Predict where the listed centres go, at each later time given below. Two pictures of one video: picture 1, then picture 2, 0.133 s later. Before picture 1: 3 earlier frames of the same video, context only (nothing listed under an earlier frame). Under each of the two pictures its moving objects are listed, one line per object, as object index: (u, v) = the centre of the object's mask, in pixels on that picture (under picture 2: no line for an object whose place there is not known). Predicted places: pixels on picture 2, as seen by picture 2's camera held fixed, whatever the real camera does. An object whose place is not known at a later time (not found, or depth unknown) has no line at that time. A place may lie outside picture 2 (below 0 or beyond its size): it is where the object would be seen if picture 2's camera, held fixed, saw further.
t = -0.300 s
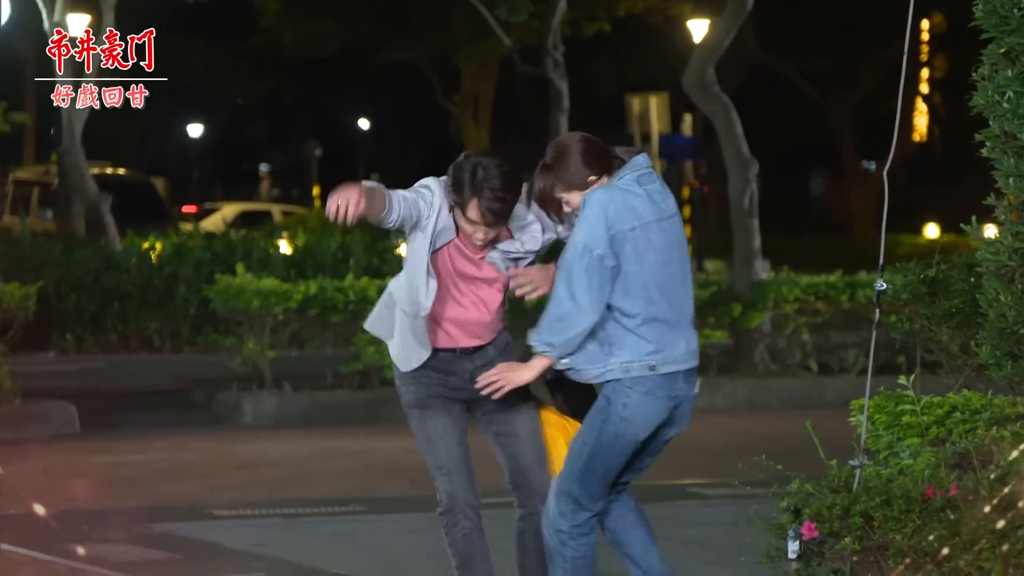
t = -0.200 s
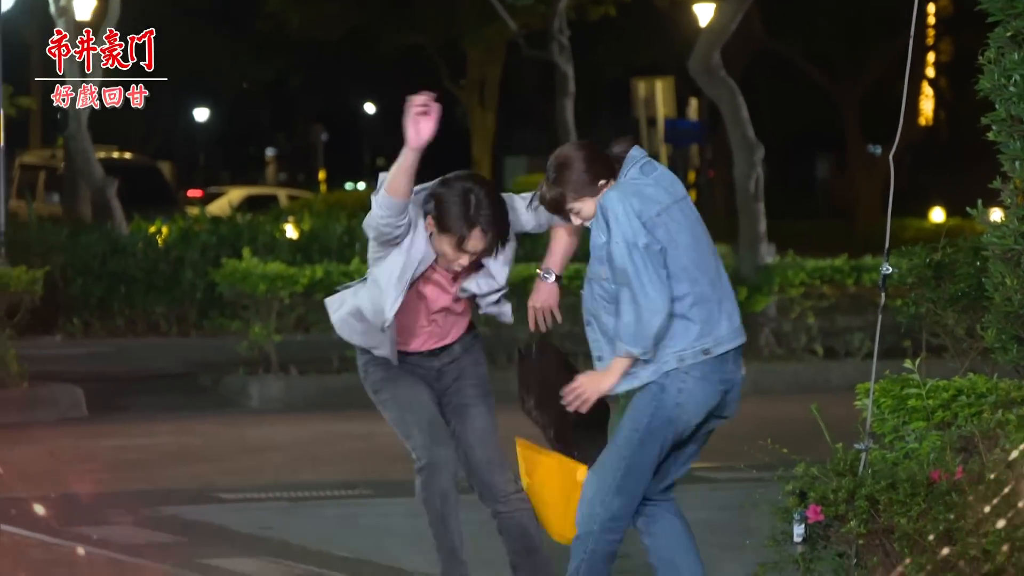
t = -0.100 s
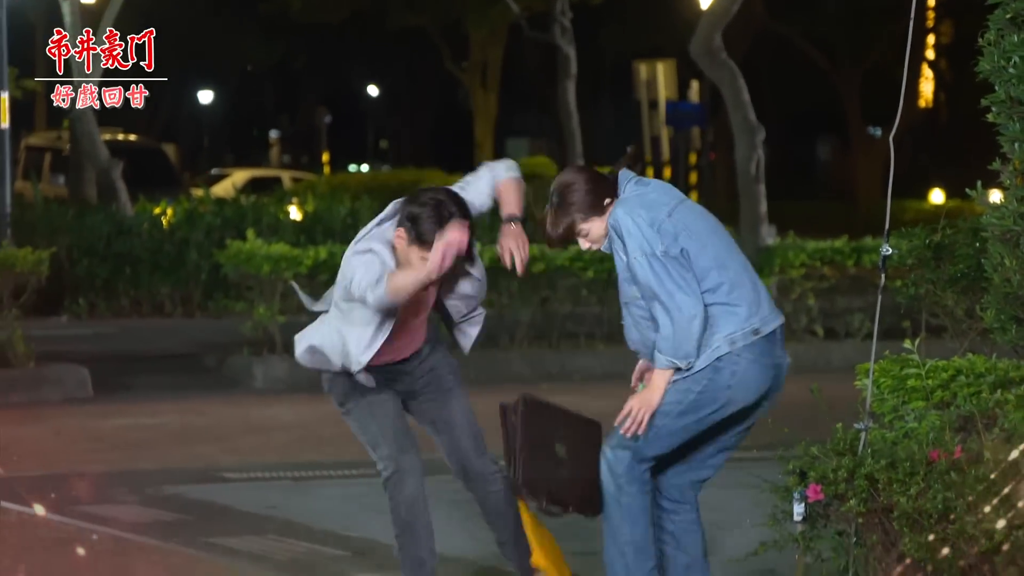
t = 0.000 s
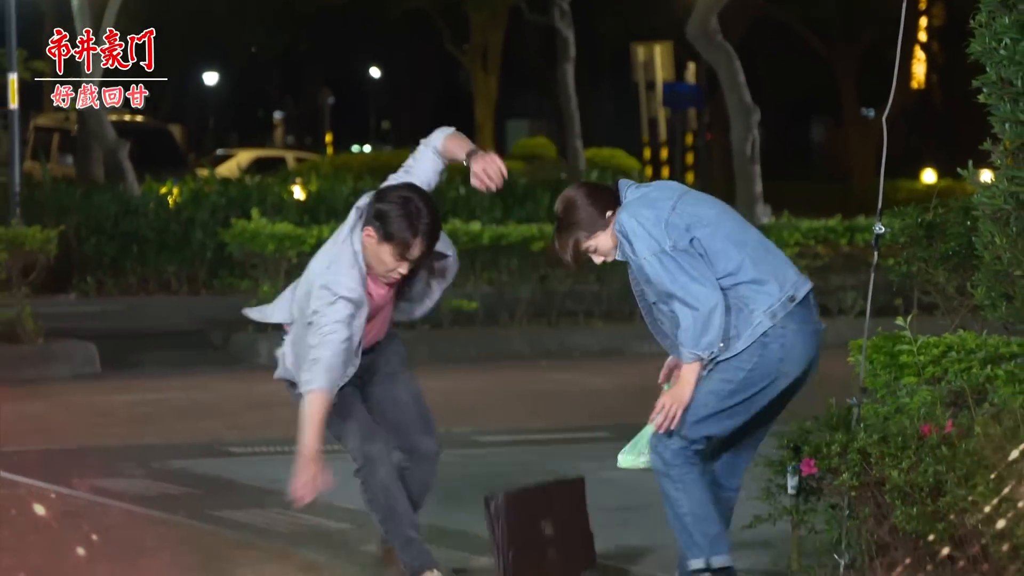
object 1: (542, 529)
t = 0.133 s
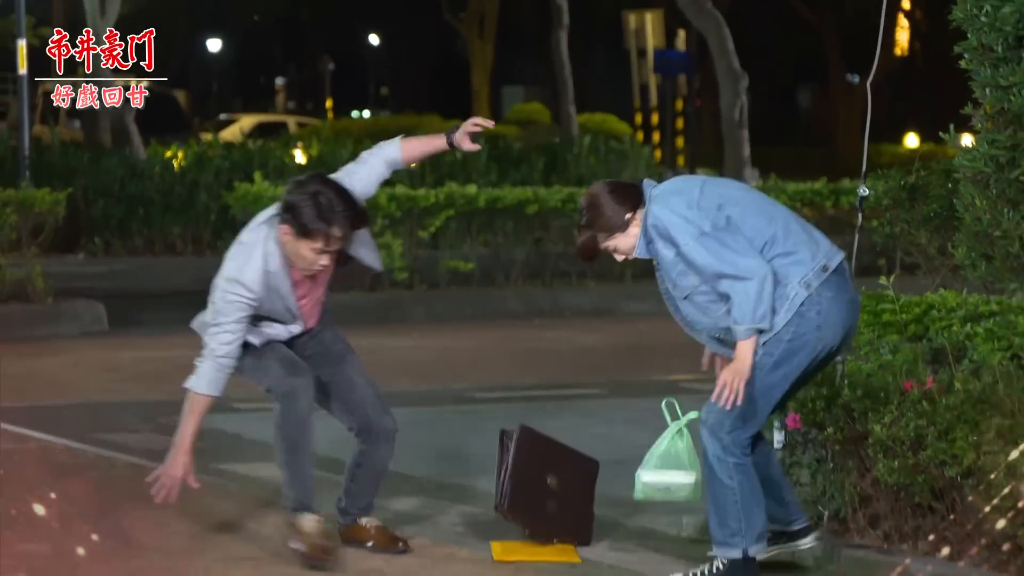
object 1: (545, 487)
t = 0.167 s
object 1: (547, 484)
